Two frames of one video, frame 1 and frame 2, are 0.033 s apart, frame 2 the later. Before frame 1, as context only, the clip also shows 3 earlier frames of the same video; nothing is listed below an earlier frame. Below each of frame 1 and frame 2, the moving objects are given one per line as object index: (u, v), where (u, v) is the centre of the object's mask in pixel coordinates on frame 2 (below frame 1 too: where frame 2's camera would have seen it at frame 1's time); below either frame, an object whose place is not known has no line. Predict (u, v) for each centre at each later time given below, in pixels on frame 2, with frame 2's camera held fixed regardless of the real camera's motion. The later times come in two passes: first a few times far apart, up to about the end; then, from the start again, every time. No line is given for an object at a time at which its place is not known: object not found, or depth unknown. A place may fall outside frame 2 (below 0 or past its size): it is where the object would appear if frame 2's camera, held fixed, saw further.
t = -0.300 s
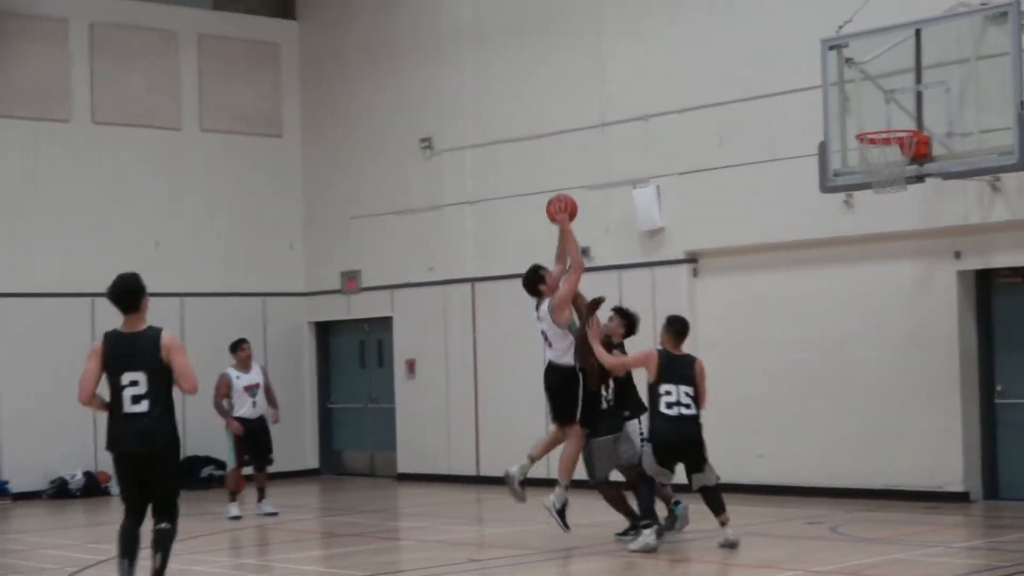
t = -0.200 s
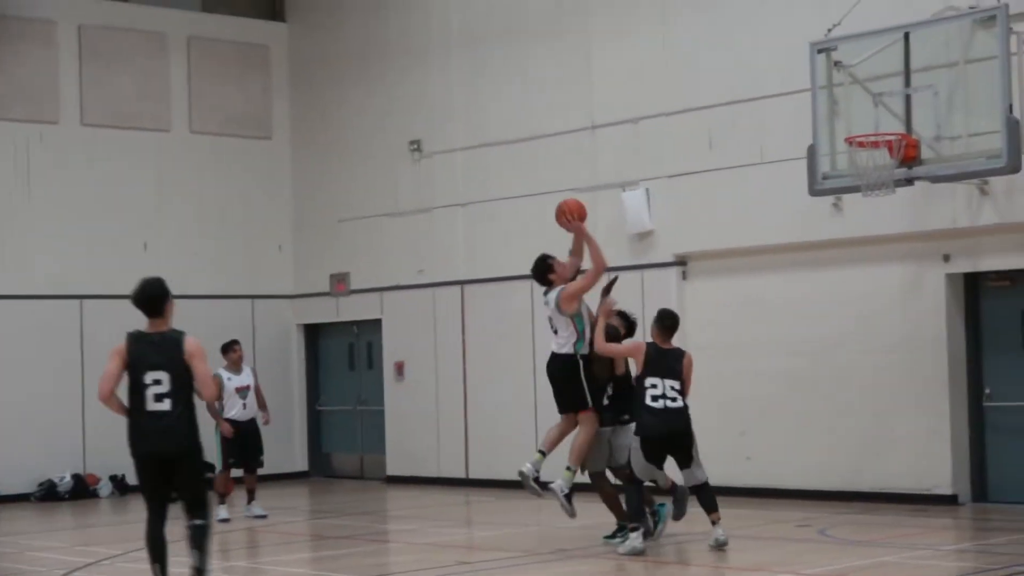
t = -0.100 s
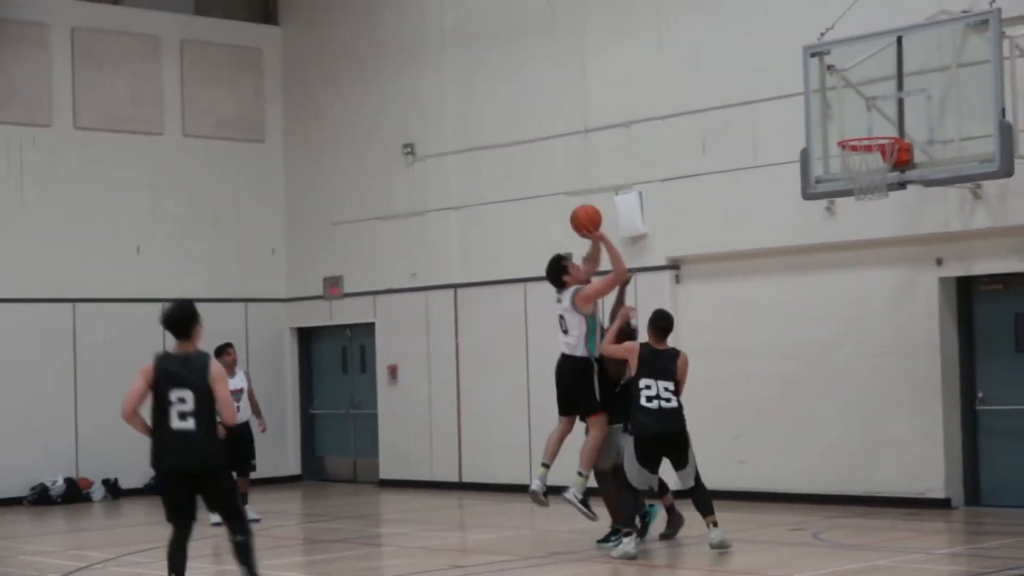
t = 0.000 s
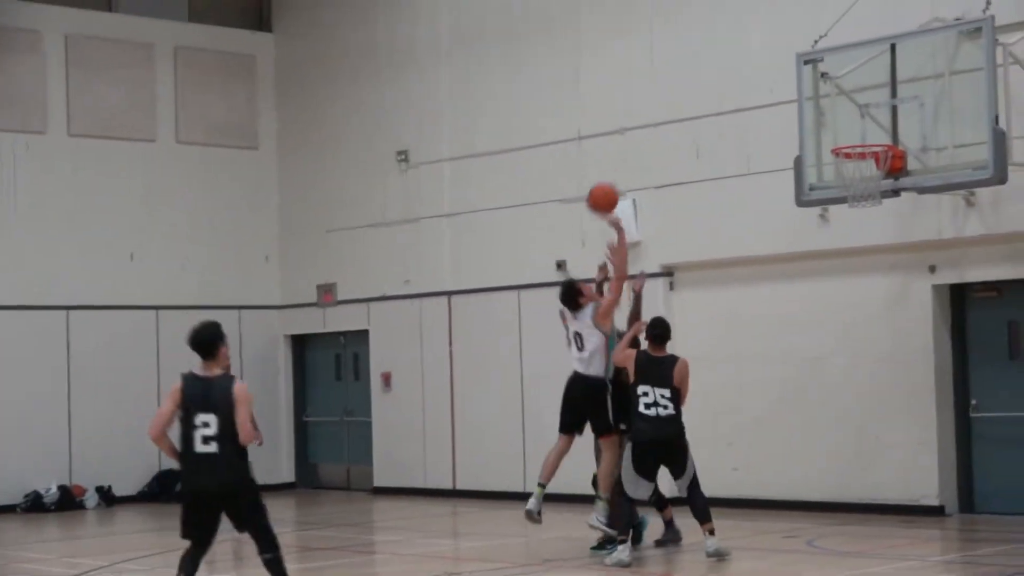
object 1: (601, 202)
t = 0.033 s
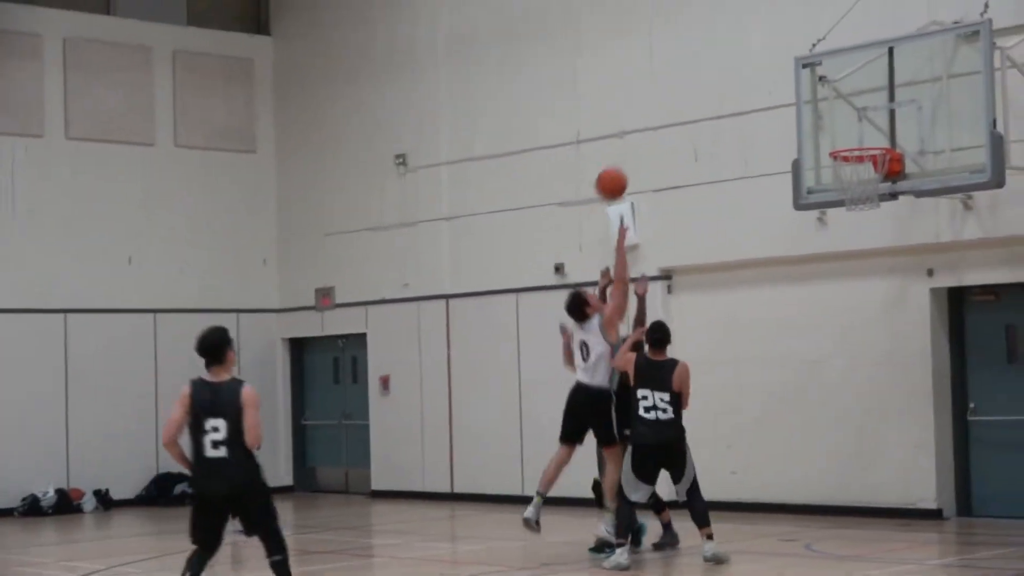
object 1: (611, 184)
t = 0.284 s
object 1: (691, 93)
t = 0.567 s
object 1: (784, 87)
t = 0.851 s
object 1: (867, 155)
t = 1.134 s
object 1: (886, 179)
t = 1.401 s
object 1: (849, 226)
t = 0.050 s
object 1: (616, 175)
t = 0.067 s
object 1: (621, 167)
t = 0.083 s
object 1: (627, 159)
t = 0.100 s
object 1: (632, 152)
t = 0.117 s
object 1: (638, 144)
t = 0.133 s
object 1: (643, 137)
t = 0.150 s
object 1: (649, 131)
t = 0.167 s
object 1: (654, 126)
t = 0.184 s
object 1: (659, 120)
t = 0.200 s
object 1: (664, 114)
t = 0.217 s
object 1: (669, 109)
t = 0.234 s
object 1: (675, 105)
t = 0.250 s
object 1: (680, 100)
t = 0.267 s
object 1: (686, 97)
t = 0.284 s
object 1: (691, 93)
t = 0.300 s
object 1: (697, 90)
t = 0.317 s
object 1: (702, 87)
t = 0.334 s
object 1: (708, 85)
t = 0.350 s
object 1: (712, 83)
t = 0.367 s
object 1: (718, 81)
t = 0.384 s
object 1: (724, 79)
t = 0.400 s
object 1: (729, 78)
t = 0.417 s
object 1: (734, 78)
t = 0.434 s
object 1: (740, 78)
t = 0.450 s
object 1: (745, 78)
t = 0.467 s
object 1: (751, 78)
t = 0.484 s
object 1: (756, 79)
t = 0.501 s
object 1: (762, 80)
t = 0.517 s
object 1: (767, 81)
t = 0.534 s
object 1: (773, 83)
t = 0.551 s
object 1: (778, 85)
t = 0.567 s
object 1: (784, 87)
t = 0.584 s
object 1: (790, 90)
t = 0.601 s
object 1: (795, 93)
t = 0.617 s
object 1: (800, 97)
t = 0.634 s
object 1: (806, 101)
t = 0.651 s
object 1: (812, 105)
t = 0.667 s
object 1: (818, 110)
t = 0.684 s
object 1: (823, 115)
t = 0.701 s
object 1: (829, 120)
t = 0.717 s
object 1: (834, 125)
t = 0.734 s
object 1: (840, 131)
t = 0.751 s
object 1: (845, 137)
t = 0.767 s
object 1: (849, 139)
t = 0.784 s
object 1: (853, 139)
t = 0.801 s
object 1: (857, 143)
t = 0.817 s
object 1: (860, 146)
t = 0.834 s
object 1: (863, 150)
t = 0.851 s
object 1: (867, 155)
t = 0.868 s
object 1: (870, 159)
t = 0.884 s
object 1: (870, 164)
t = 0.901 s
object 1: (876, 168)
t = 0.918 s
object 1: (882, 171)
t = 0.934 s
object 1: (884, 173)
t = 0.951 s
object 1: (885, 173)
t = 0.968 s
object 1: (886, 173)
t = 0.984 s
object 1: (887, 173)
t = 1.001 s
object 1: (887, 173)
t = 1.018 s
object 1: (887, 174)
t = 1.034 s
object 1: (888, 174)
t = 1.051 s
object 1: (888, 175)
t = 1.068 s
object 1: (887, 175)
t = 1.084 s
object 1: (887, 176)
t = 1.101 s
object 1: (887, 177)
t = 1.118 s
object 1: (886, 178)
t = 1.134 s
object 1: (886, 179)
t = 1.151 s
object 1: (885, 180)
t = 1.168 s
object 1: (884, 181)
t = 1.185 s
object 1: (881, 184)
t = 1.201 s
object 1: (881, 185)
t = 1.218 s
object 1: (875, 191)
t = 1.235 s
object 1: (872, 193)
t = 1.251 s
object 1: (870, 195)
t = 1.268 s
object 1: (868, 197)
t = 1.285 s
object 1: (865, 200)
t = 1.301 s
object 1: (863, 203)
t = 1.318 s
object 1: (860, 206)
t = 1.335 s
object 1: (858, 208)
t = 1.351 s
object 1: (856, 215)
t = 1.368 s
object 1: (853, 218)
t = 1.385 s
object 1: (852, 222)
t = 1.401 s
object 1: (849, 226)
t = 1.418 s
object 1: (847, 231)
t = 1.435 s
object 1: (845, 237)
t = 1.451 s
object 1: (842, 243)
